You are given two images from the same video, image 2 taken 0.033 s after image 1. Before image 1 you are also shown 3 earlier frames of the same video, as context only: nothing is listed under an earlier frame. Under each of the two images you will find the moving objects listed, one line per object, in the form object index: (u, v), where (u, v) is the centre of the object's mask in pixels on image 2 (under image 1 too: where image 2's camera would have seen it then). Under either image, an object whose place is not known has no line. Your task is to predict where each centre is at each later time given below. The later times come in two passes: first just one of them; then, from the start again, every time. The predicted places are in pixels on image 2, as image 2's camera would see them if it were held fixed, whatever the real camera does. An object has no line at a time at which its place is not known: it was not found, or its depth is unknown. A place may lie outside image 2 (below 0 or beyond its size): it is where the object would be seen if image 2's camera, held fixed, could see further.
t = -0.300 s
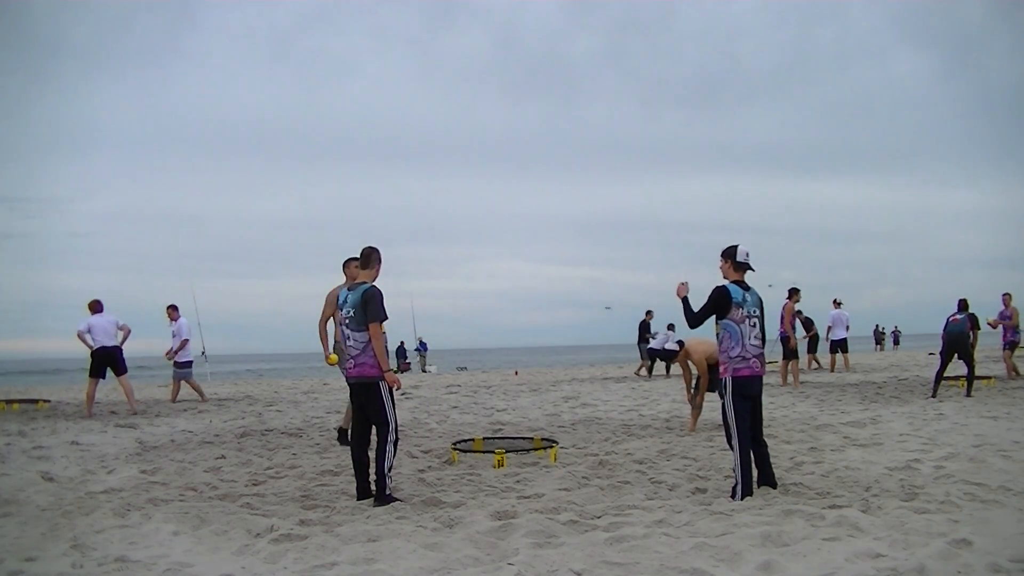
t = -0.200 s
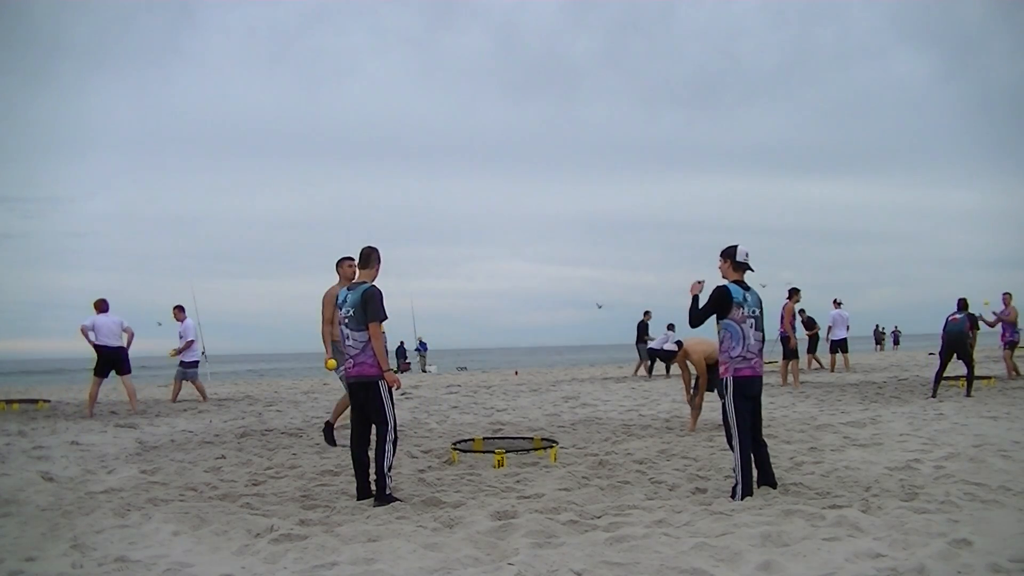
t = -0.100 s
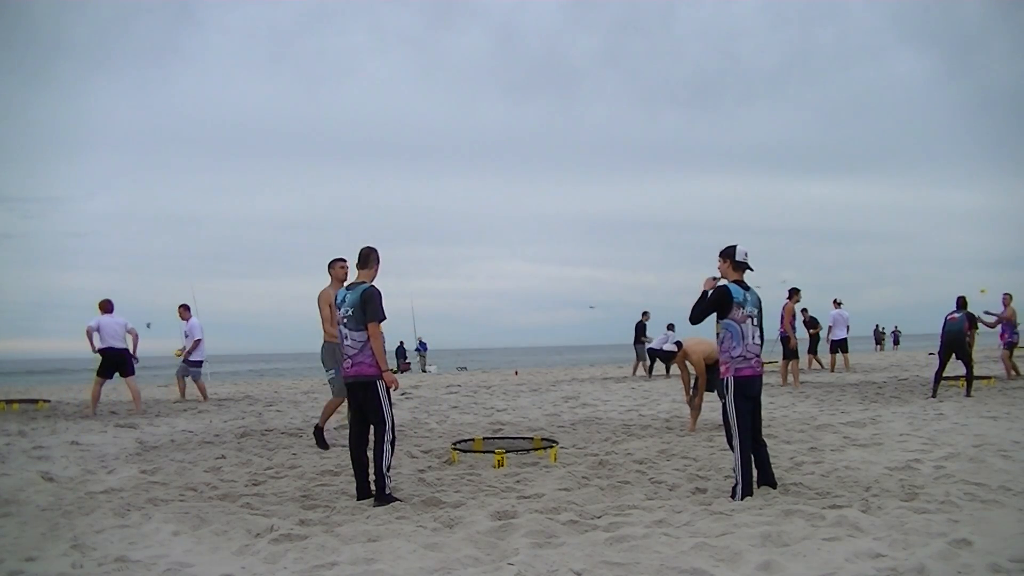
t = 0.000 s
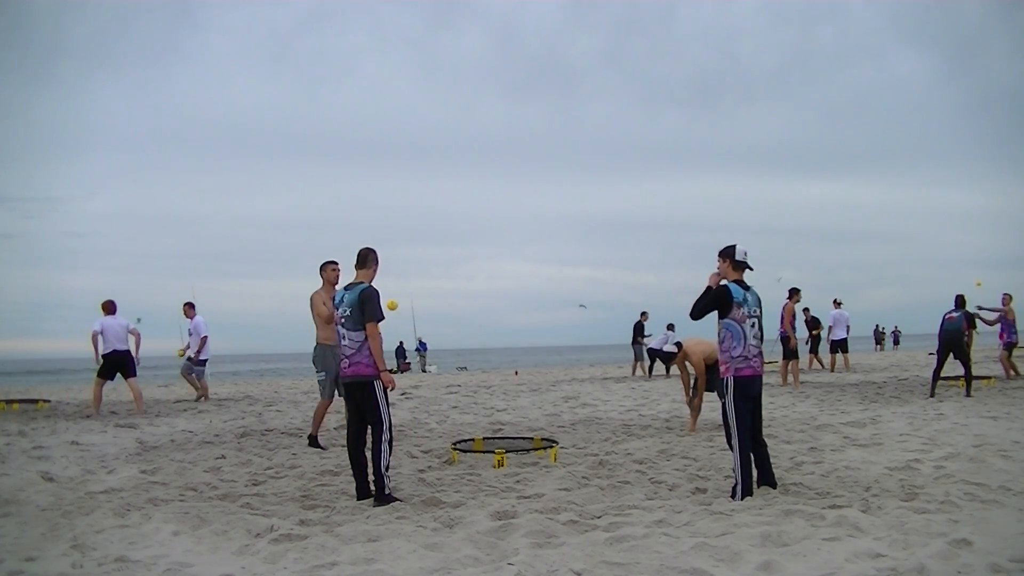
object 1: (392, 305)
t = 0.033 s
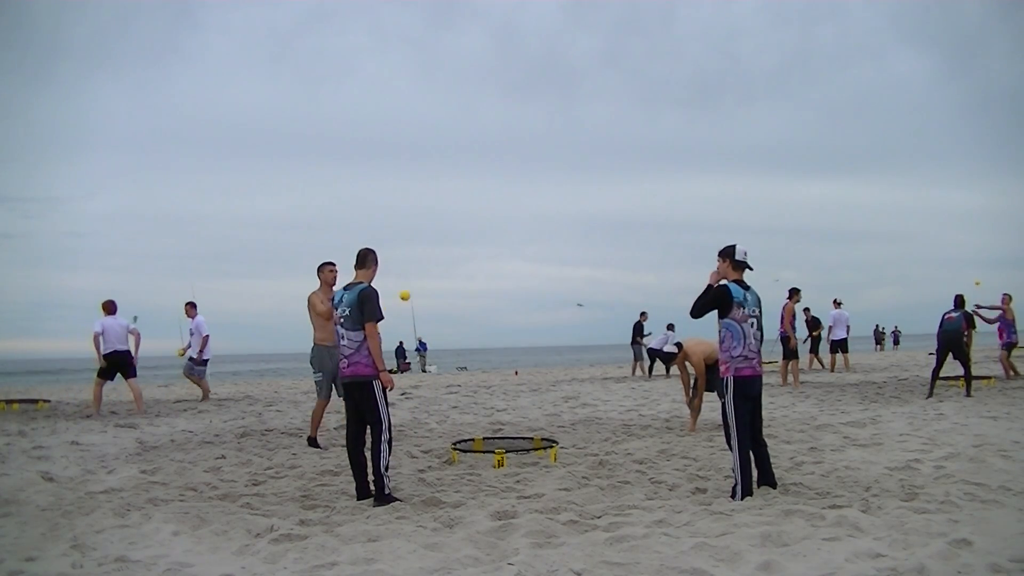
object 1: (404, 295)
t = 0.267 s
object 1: (503, 261)
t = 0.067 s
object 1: (418, 287)
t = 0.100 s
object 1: (432, 279)
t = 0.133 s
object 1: (445, 273)
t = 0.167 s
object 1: (459, 268)
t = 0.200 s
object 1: (474, 264)
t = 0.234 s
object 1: (488, 262)
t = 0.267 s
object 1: (503, 261)
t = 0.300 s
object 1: (519, 262)
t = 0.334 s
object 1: (534, 264)
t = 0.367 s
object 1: (551, 268)
